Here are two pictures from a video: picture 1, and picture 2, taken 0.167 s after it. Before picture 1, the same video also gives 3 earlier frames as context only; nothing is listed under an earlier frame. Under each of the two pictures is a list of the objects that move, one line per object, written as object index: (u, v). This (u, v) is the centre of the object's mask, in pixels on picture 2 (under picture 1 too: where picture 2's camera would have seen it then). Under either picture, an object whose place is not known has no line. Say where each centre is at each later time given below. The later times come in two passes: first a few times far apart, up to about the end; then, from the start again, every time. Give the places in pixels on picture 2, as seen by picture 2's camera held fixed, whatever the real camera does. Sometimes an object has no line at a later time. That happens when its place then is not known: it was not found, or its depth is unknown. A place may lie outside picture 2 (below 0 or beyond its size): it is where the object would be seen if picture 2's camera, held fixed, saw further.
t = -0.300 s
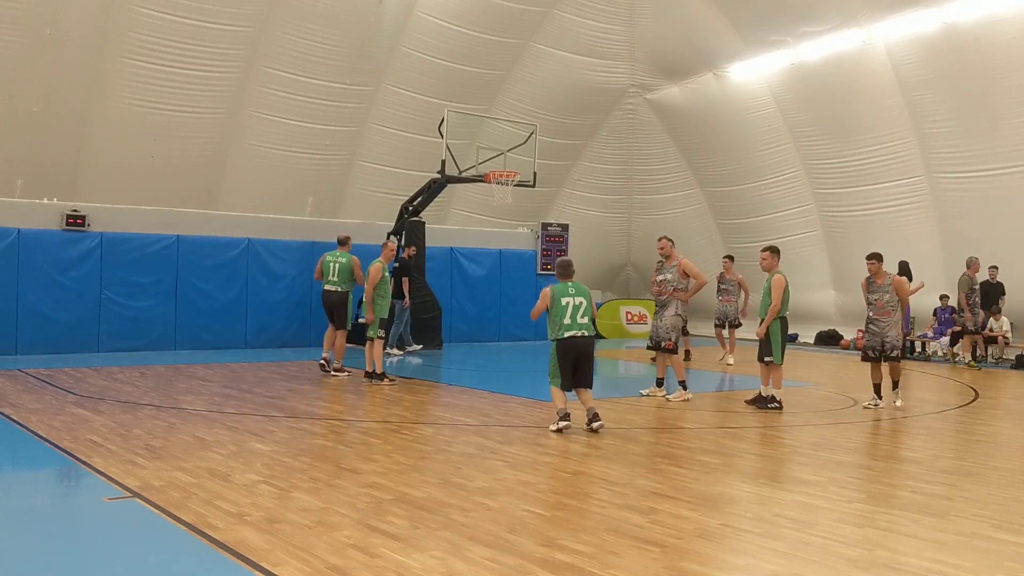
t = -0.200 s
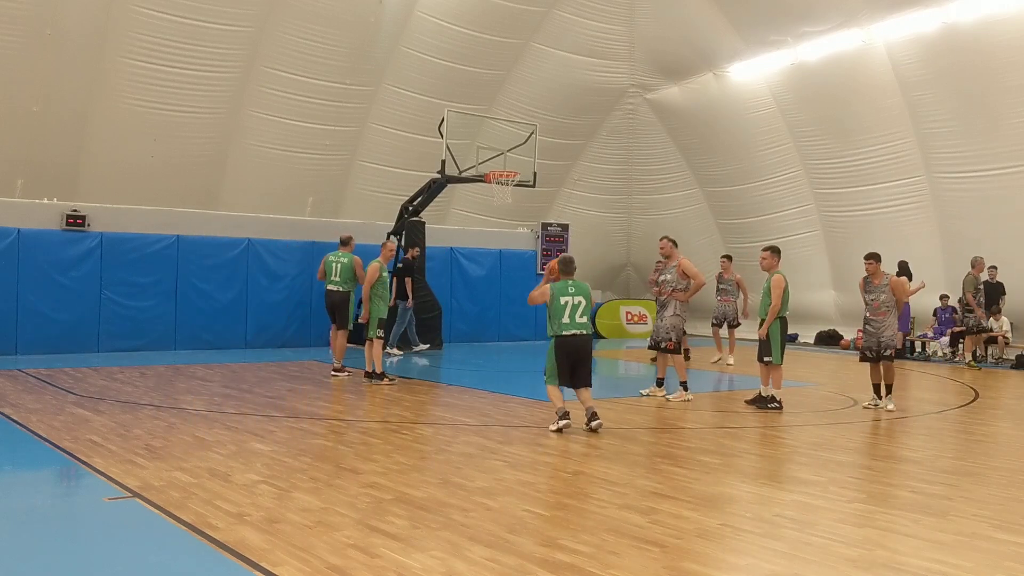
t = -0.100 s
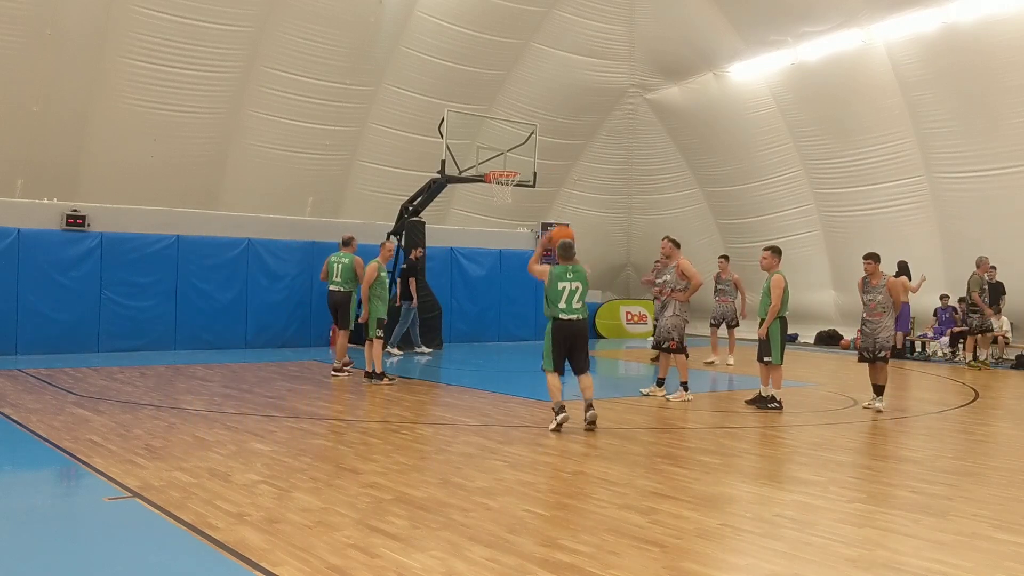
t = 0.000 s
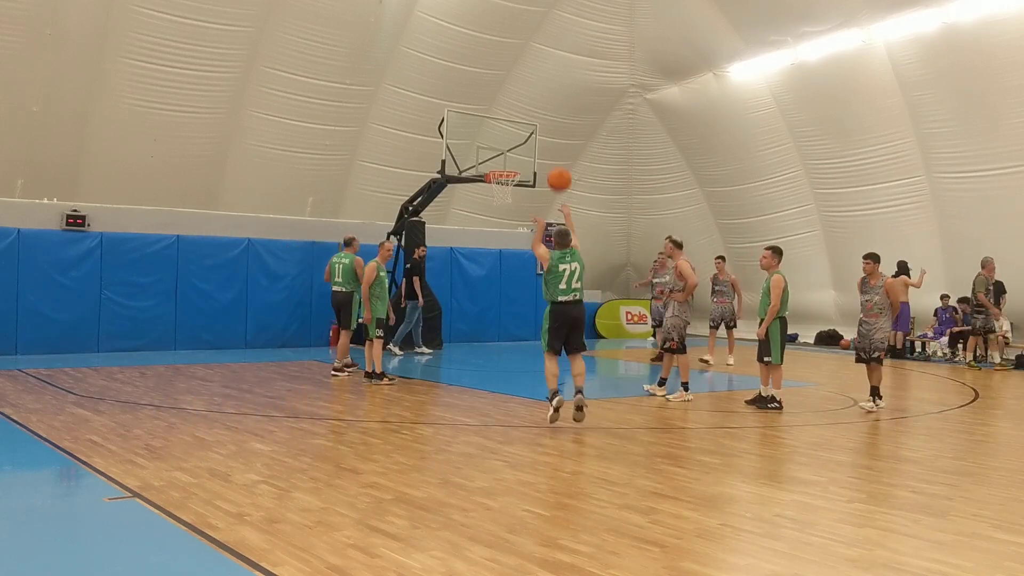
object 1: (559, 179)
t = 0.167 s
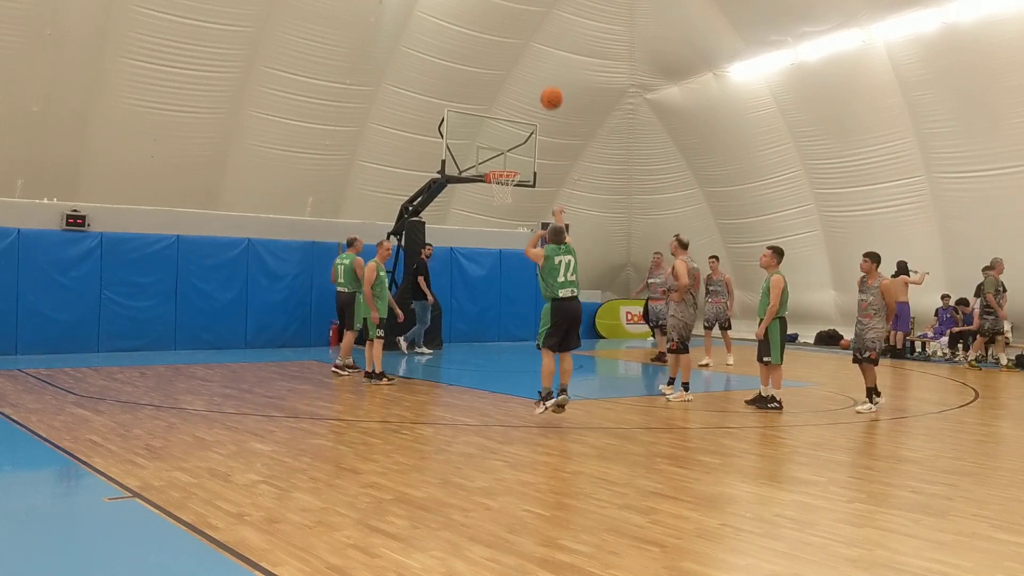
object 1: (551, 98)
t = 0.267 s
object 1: (547, 66)
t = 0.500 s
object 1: (536, 31)
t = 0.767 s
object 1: (527, 47)
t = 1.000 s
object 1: (520, 97)
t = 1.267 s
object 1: (510, 172)
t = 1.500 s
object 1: (495, 183)
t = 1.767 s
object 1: (510, 191)
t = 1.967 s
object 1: (514, 216)
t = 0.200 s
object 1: (550, 86)
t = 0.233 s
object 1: (548, 75)
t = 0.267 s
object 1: (547, 66)
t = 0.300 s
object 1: (545, 58)
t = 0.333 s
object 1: (544, 51)
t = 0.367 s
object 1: (542, 45)
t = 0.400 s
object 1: (541, 40)
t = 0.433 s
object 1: (539, 36)
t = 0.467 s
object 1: (538, 33)
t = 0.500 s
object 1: (536, 31)
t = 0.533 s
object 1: (535, 30)
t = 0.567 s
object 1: (534, 30)
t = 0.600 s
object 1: (533, 31)
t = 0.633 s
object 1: (531, 32)
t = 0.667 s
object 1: (530, 35)
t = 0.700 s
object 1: (529, 38)
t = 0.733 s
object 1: (528, 42)
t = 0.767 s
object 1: (527, 47)
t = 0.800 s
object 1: (526, 52)
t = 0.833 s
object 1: (524, 58)
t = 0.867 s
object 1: (523, 65)
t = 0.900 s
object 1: (522, 72)
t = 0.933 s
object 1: (521, 80)
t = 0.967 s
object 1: (520, 88)
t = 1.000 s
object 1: (520, 97)
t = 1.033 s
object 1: (518, 107)
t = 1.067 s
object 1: (517, 117)
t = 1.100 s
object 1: (516, 127)
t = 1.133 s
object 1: (515, 138)
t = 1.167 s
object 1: (514, 150)
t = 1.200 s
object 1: (513, 161)
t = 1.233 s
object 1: (512, 166)
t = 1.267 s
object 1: (510, 172)
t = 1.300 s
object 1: (505, 177)
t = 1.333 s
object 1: (499, 178)
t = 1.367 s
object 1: (497, 178)
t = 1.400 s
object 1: (495, 181)
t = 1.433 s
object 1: (494, 182)
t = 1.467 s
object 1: (494, 182)
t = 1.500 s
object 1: (495, 183)
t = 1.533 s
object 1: (497, 183)
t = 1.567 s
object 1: (499, 182)
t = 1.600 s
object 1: (501, 183)
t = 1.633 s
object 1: (503, 183)
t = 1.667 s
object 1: (505, 185)
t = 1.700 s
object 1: (507, 186)
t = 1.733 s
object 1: (508, 187)
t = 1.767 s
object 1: (510, 191)
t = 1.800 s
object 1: (511, 194)
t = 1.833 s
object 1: (512, 197)
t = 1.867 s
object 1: (513, 201)
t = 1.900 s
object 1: (513, 205)
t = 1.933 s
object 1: (513, 210)
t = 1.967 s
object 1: (514, 216)
